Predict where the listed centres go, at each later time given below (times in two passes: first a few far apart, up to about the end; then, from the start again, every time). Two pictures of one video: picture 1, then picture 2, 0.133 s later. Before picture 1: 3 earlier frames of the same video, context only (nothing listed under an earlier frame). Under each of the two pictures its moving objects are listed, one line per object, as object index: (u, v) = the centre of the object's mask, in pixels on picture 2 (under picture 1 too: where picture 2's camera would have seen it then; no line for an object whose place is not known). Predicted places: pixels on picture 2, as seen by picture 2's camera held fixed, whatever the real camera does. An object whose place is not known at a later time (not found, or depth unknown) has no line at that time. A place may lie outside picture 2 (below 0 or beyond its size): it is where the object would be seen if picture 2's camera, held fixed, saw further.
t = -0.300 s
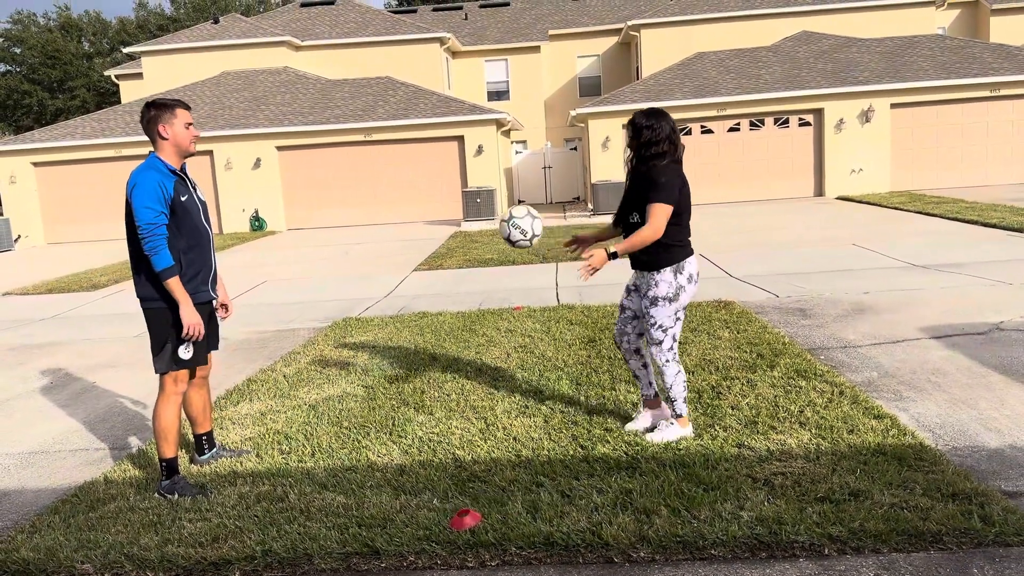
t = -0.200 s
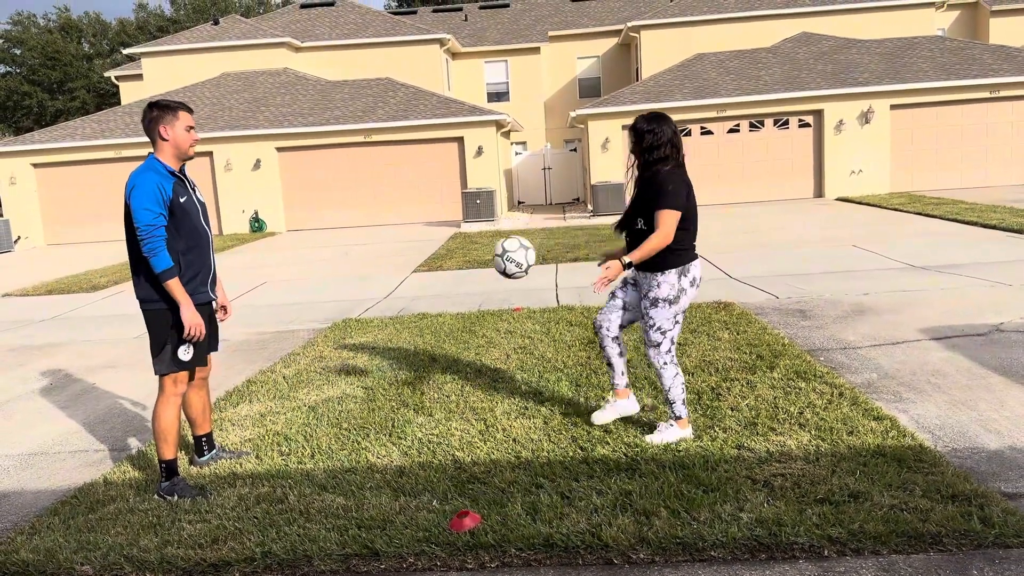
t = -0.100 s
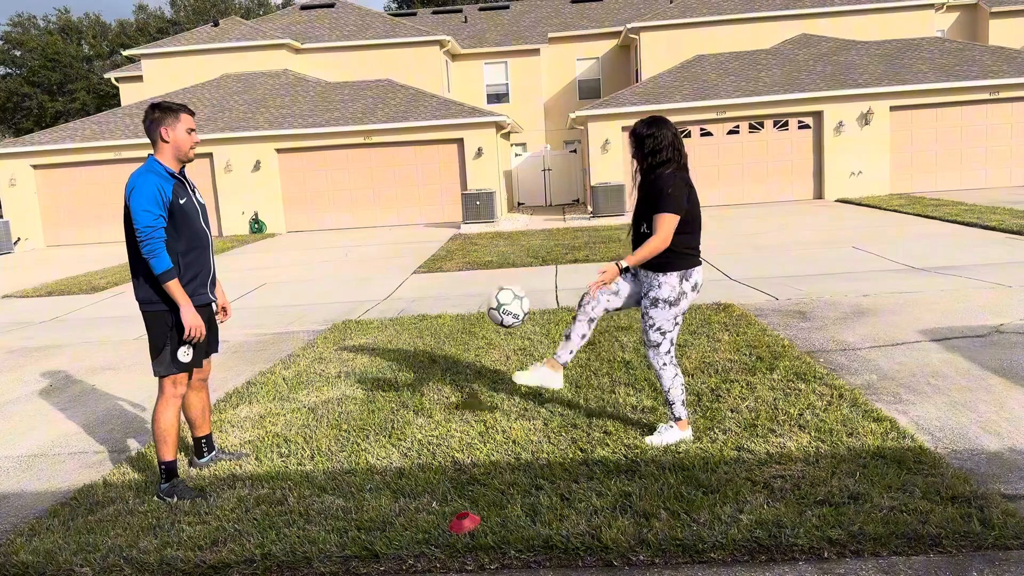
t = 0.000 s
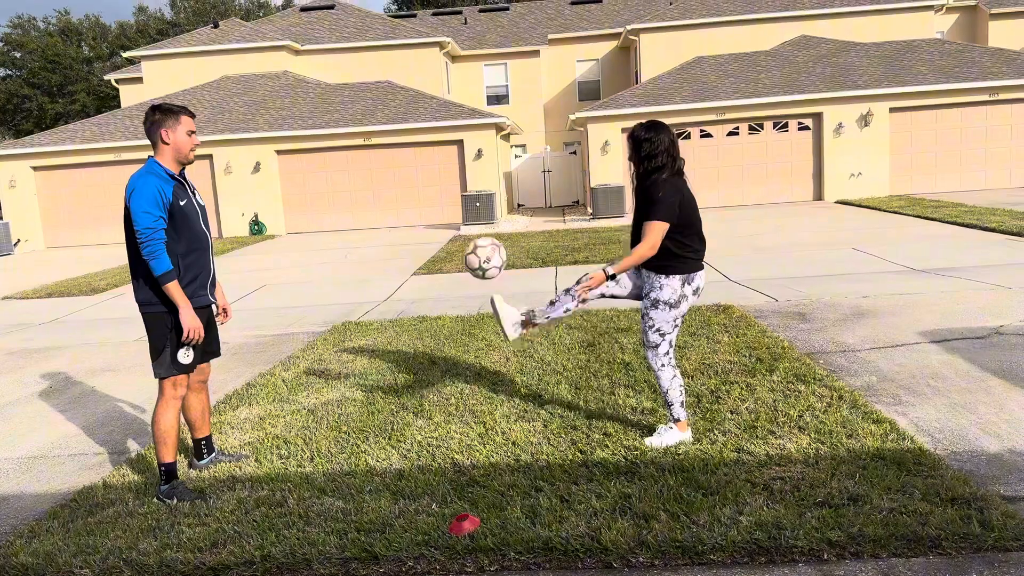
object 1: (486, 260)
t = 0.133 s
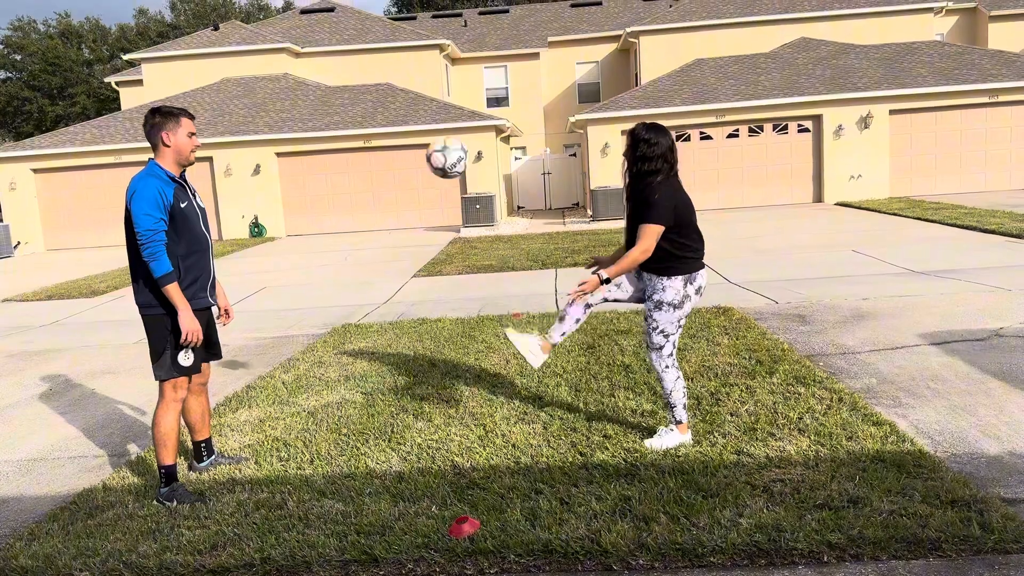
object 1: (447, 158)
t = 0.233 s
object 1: (421, 100)
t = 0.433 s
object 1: (375, 49)
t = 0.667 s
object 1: (335, 87)
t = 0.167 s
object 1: (438, 136)
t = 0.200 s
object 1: (429, 117)
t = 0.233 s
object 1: (421, 100)
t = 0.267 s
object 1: (412, 86)
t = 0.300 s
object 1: (405, 75)
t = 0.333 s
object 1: (397, 65)
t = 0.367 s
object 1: (390, 57)
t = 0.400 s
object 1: (382, 52)
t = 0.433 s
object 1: (375, 49)
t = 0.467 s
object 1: (369, 48)
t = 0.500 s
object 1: (362, 48)
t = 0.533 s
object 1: (356, 52)
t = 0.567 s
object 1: (351, 57)
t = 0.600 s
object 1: (346, 65)
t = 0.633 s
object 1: (340, 75)
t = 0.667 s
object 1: (335, 87)
